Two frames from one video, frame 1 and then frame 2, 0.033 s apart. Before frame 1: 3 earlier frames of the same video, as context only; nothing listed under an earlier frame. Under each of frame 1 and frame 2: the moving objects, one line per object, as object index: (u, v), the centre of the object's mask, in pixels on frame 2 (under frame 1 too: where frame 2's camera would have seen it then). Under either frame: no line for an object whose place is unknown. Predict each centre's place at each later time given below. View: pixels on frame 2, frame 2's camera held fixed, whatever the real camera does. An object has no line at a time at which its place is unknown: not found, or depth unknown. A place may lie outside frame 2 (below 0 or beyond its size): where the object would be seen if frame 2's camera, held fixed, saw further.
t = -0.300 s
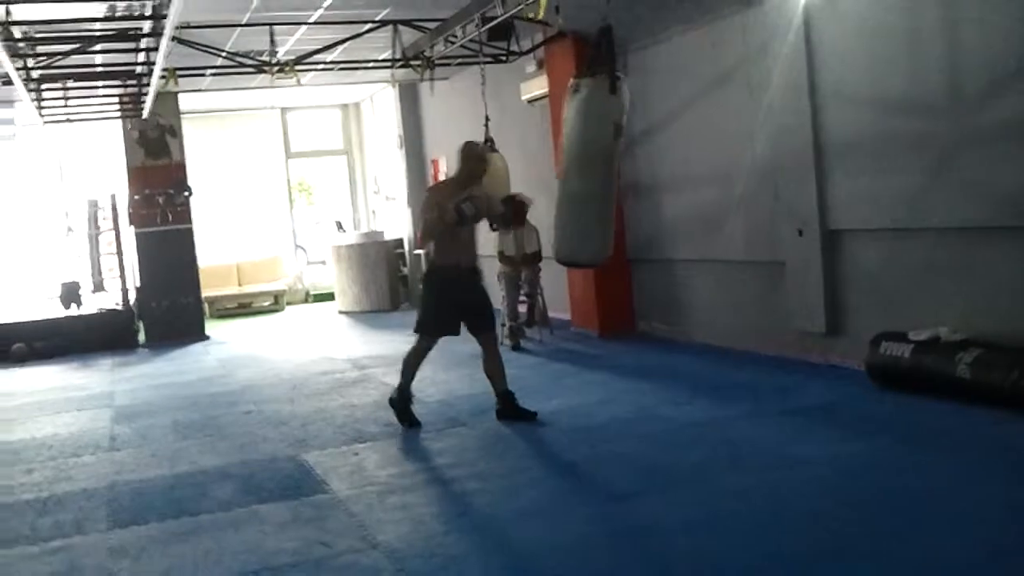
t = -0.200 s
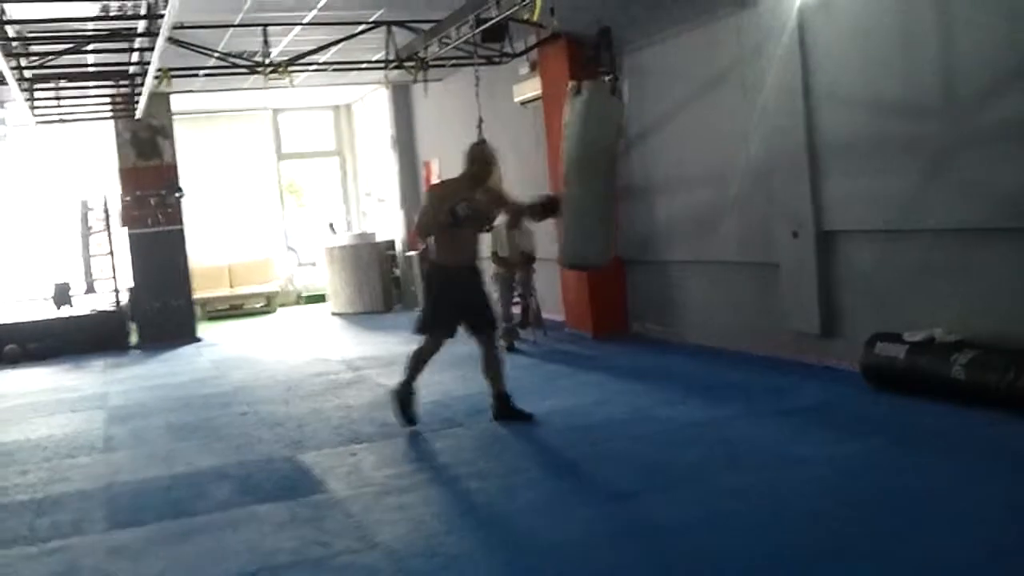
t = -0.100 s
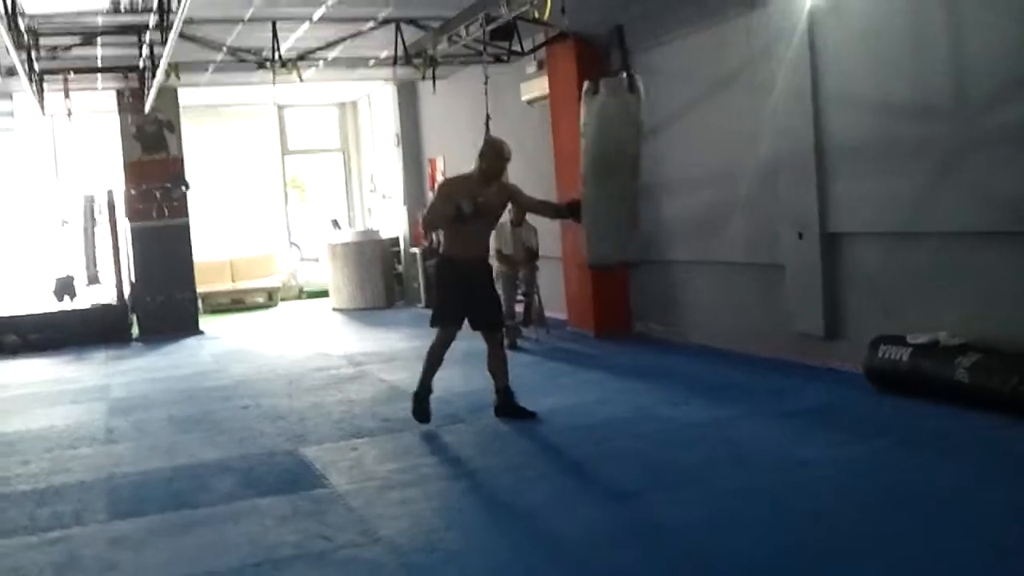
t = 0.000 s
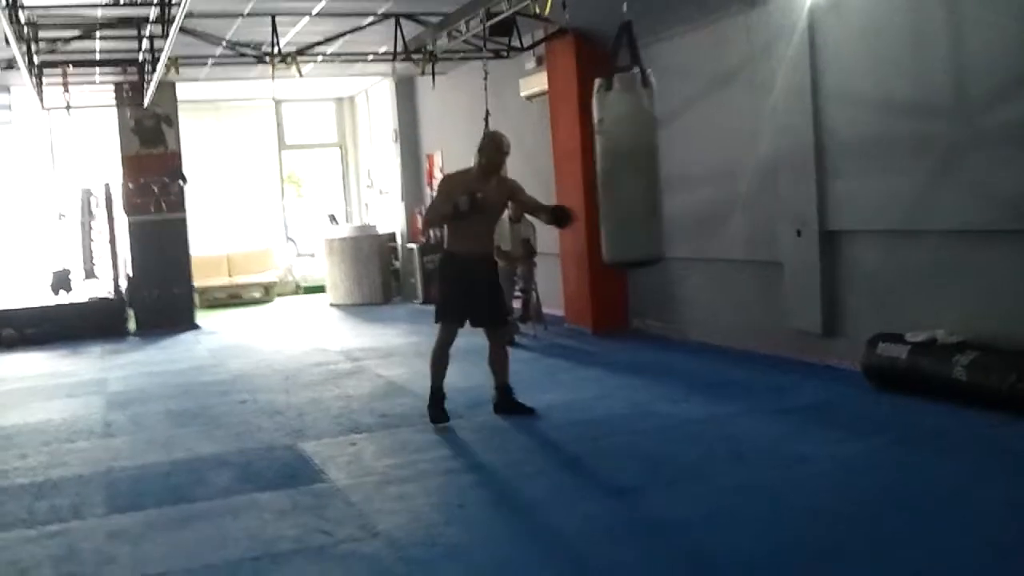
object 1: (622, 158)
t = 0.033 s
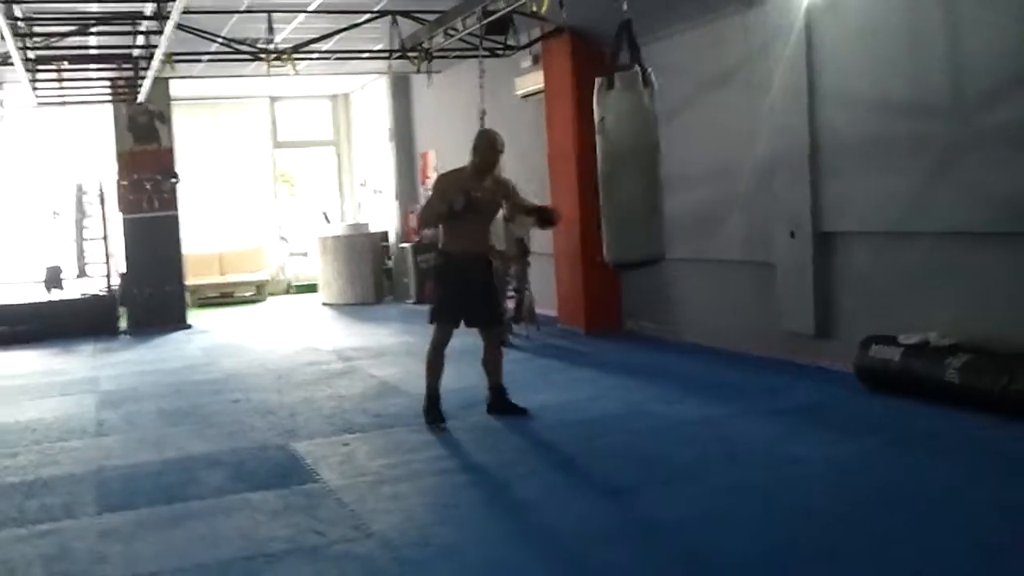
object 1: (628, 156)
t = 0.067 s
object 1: (633, 157)
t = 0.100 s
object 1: (637, 156)
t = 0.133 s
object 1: (643, 156)
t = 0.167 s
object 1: (648, 156)
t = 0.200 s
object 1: (652, 154)
